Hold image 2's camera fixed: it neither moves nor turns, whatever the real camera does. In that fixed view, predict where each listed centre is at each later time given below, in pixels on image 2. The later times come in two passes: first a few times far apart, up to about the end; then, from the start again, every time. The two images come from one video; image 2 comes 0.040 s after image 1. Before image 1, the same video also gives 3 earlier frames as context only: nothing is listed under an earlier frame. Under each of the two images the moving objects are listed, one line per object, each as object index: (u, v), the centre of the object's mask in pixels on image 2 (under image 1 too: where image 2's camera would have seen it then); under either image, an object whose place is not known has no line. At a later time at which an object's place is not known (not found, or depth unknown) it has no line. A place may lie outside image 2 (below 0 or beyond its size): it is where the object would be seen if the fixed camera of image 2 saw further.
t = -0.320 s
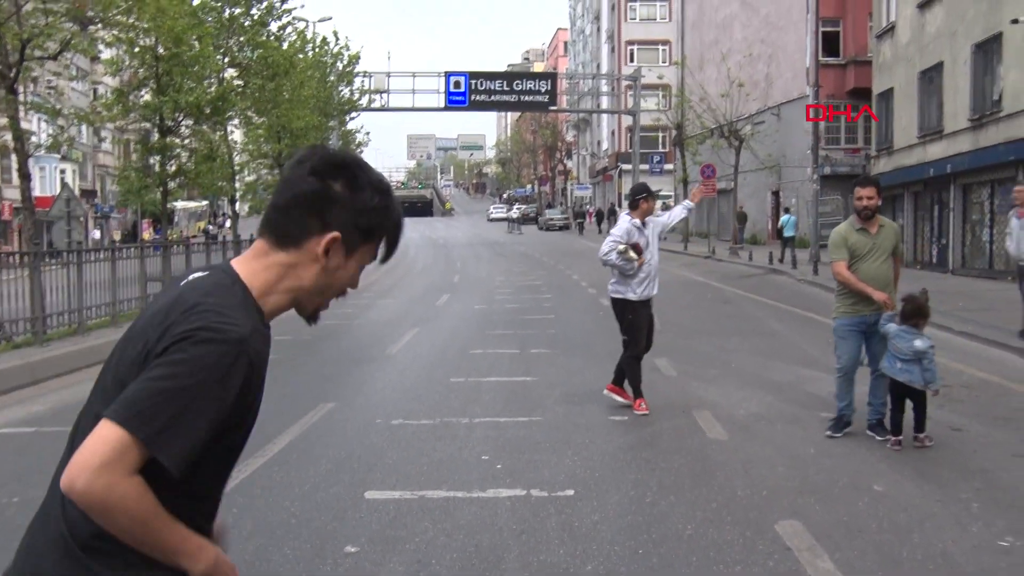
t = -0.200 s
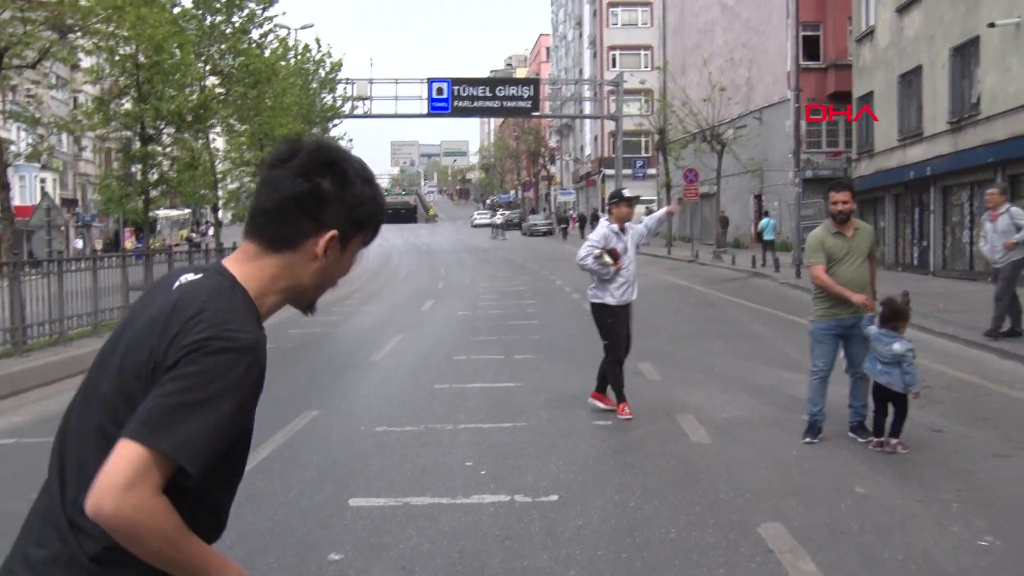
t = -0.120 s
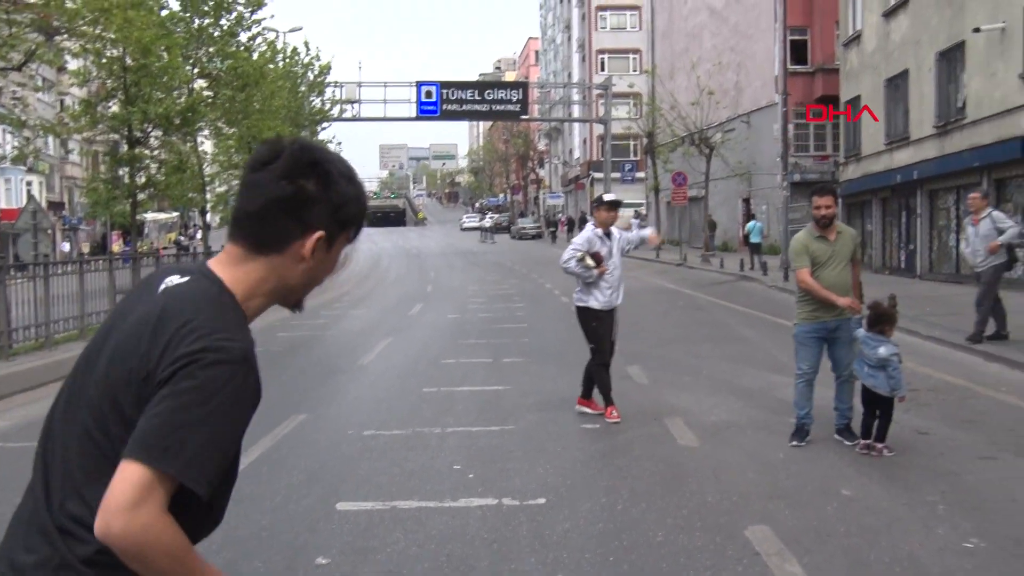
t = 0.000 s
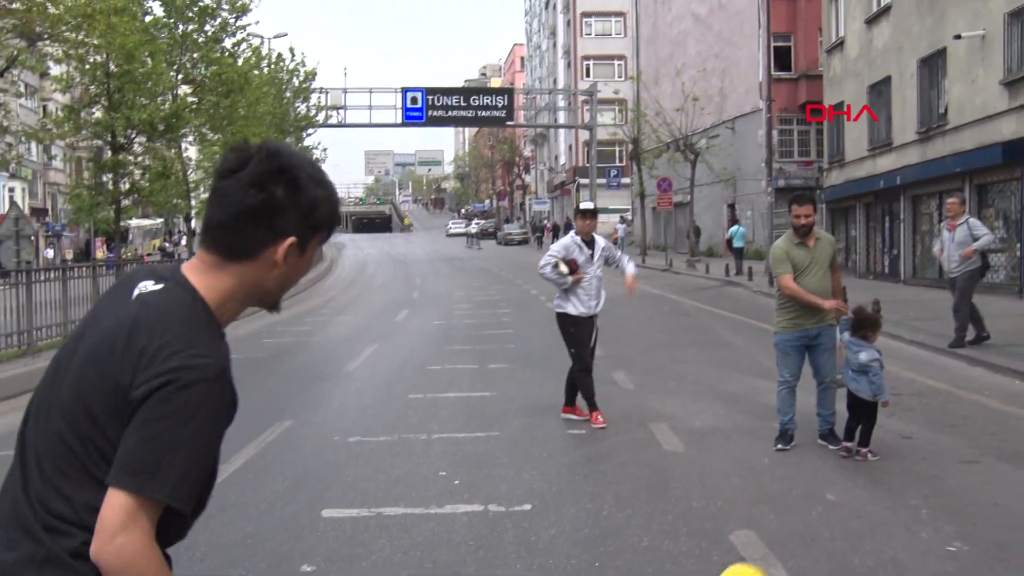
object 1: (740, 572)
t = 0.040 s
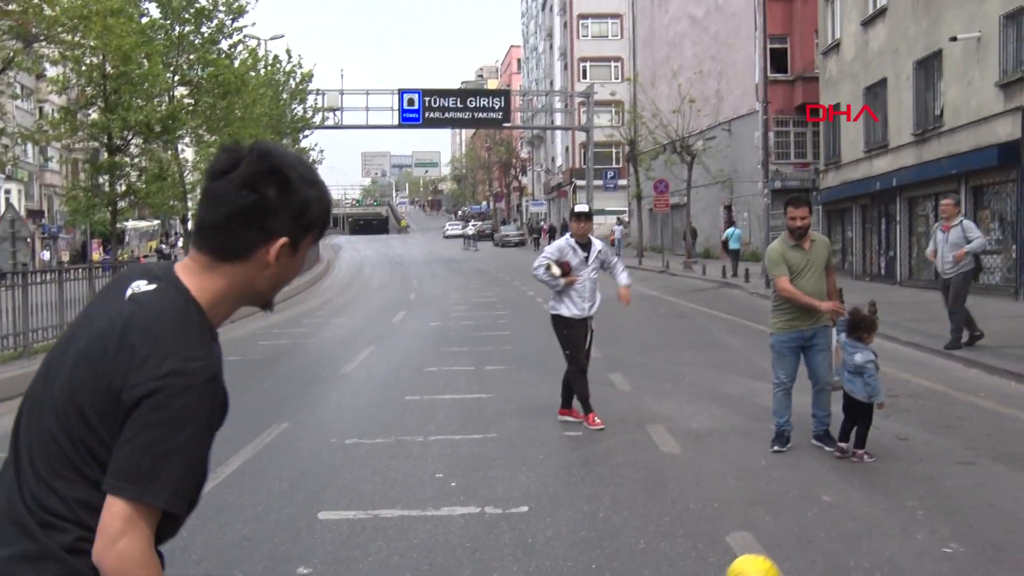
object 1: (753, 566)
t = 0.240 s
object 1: (795, 533)
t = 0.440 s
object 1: (818, 501)
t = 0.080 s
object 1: (765, 562)
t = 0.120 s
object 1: (775, 555)
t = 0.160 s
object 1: (783, 548)
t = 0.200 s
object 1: (790, 541)
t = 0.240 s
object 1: (795, 533)
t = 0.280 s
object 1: (800, 524)
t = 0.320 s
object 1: (804, 518)
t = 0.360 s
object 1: (809, 513)
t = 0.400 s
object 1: (814, 508)
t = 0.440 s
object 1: (818, 501)
